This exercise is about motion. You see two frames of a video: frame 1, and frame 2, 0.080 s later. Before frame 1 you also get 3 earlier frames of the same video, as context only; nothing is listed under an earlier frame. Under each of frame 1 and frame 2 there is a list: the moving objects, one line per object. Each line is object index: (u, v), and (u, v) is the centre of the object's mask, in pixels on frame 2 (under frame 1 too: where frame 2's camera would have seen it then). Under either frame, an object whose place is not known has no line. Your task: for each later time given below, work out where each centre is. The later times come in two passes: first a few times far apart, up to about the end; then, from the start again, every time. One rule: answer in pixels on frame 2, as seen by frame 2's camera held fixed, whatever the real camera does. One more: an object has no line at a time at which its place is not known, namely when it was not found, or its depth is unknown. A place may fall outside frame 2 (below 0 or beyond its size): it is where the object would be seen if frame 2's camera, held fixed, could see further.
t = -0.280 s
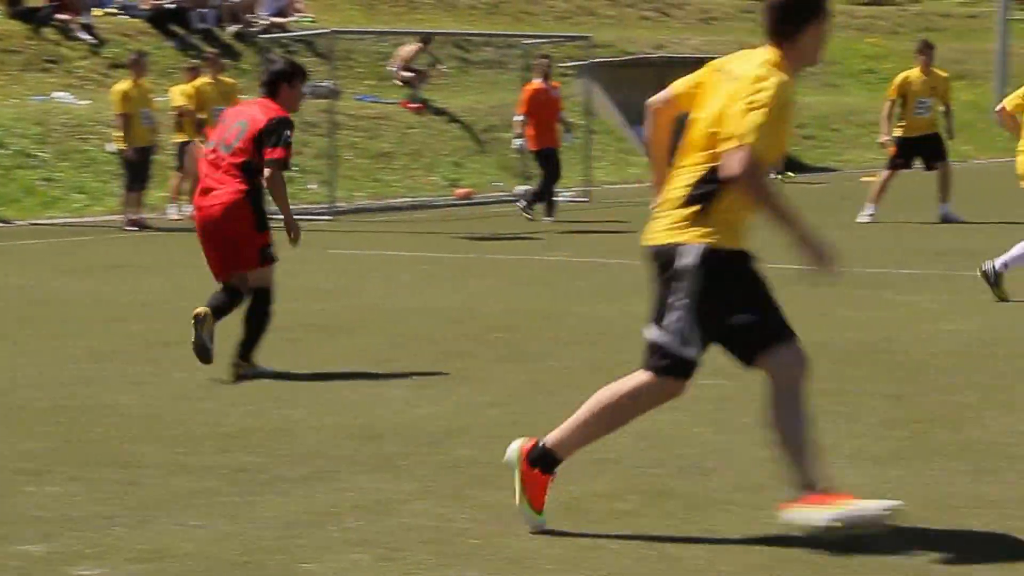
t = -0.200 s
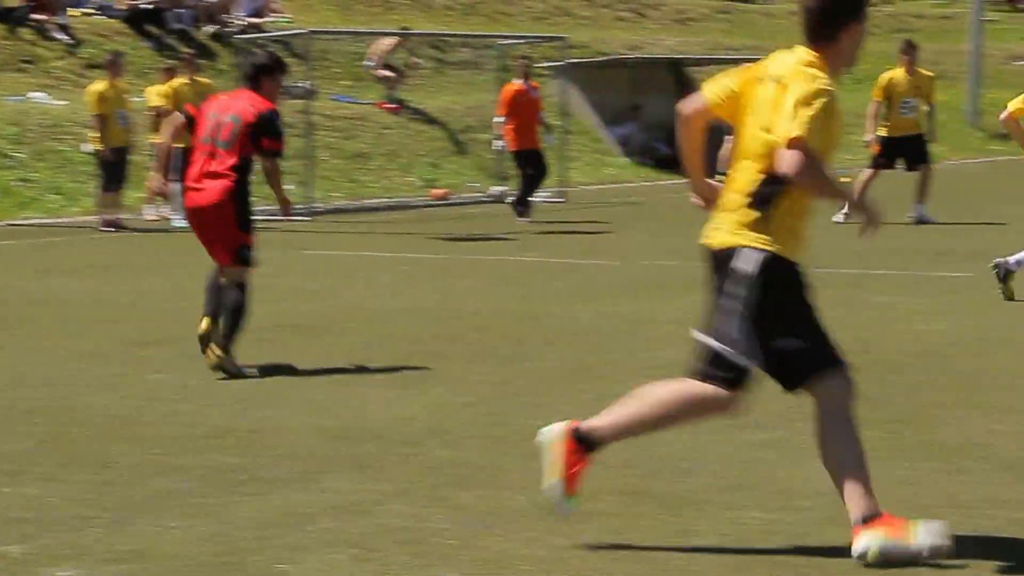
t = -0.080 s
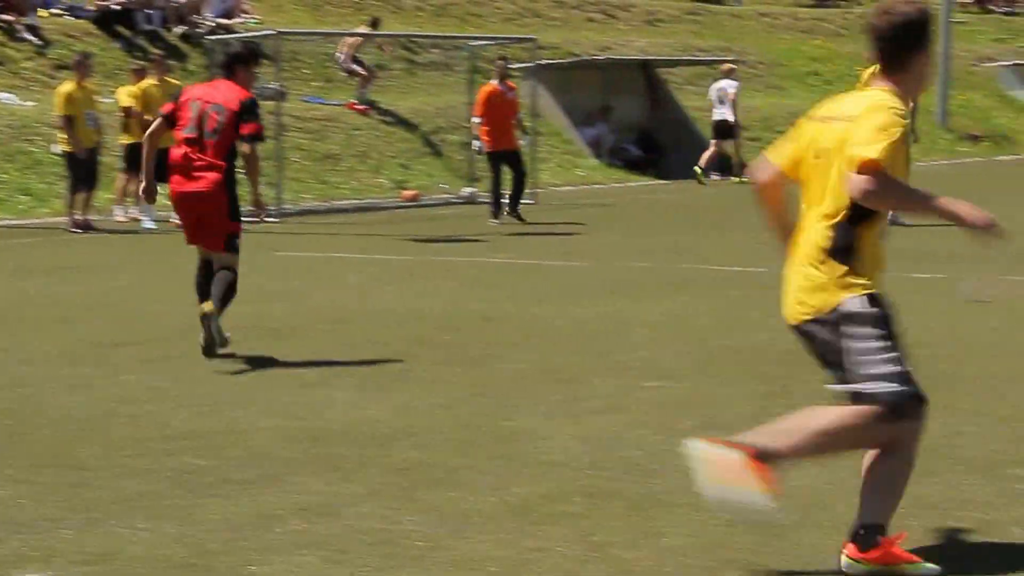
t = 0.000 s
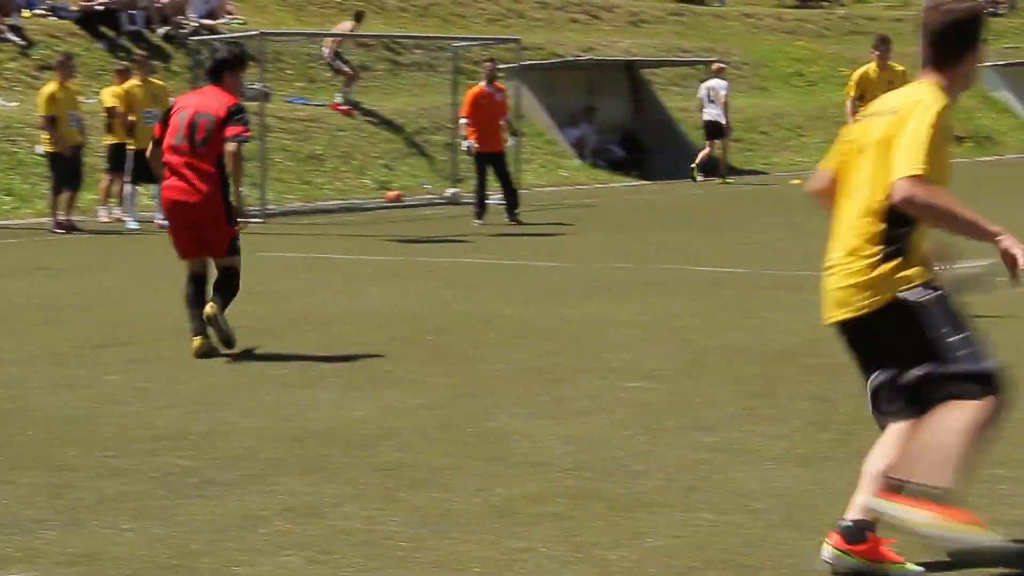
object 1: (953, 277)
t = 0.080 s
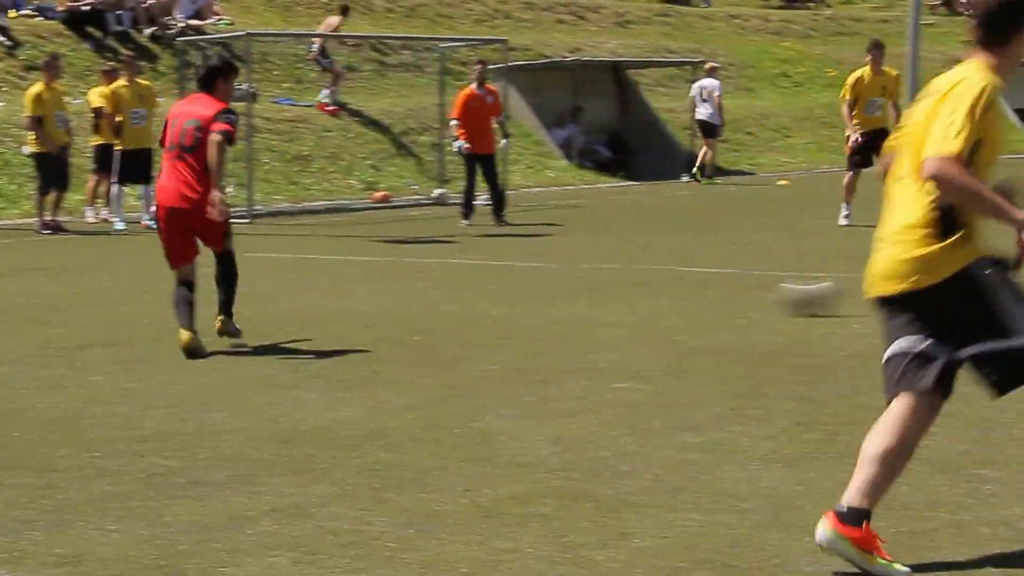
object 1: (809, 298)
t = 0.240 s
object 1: (602, 279)
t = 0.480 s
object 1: (343, 283)
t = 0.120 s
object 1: (754, 290)
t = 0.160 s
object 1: (705, 284)
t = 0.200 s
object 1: (652, 279)
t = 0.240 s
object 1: (602, 279)
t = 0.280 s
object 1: (554, 281)
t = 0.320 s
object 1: (505, 285)
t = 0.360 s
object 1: (454, 294)
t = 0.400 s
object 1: (416, 291)
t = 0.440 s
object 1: (379, 285)
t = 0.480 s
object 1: (343, 283)
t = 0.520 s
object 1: (307, 283)
